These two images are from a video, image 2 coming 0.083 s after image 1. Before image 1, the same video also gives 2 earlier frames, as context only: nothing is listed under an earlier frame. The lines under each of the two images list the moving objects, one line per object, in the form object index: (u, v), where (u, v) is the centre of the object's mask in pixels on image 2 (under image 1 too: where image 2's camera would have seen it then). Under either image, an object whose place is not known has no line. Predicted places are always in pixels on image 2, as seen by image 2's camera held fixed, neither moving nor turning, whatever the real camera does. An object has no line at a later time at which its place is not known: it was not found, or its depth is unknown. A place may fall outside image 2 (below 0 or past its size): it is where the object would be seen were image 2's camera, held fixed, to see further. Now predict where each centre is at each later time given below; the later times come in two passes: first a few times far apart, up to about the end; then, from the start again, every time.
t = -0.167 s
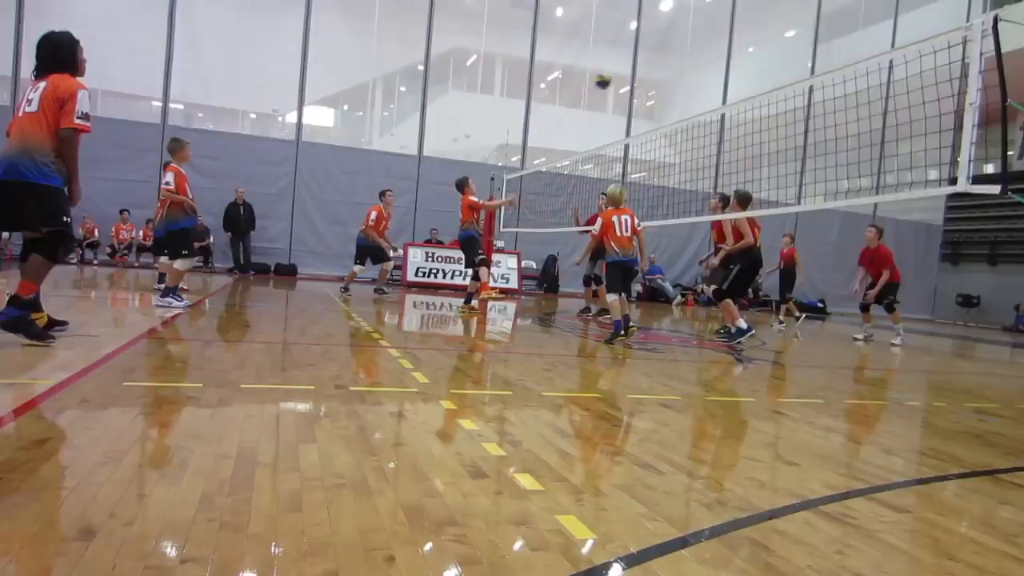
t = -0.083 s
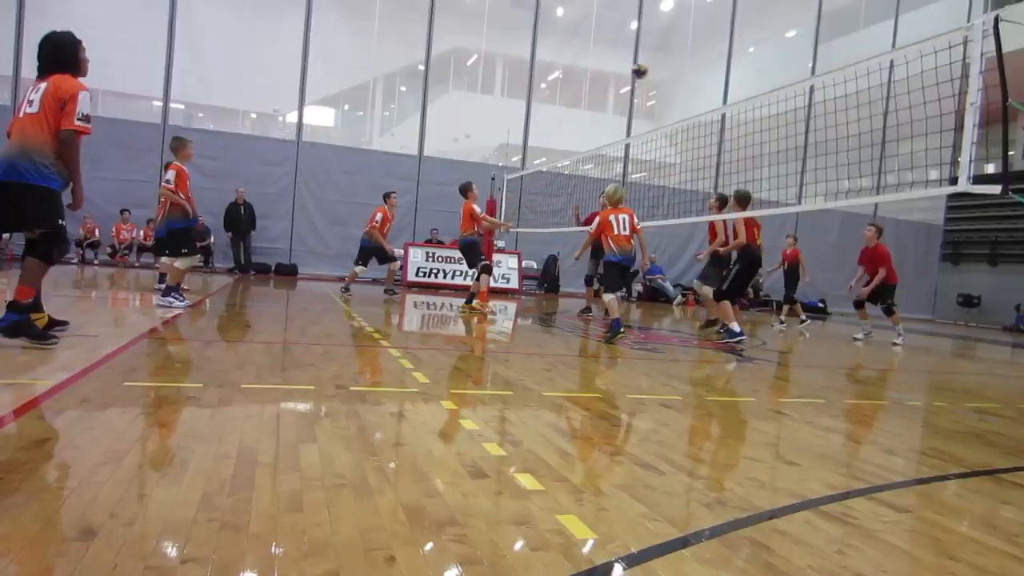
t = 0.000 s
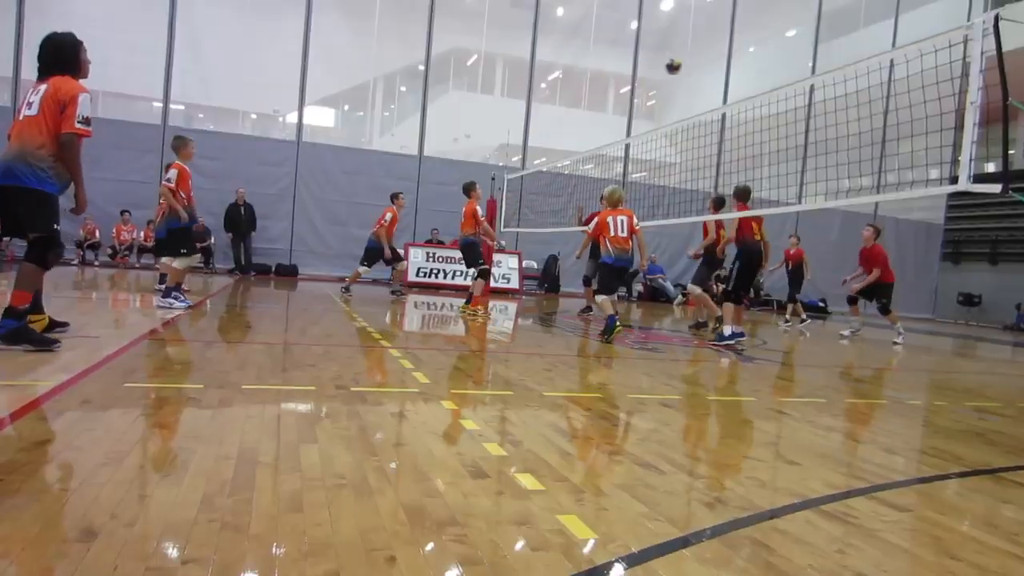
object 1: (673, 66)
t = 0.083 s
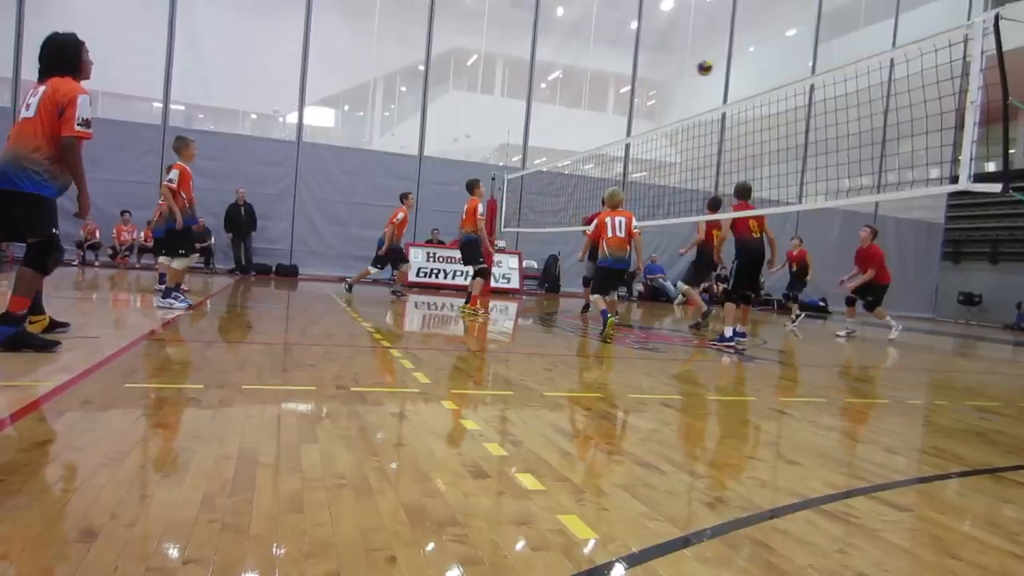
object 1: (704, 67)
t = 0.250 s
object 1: (760, 85)
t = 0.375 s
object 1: (798, 112)
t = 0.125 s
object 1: (719, 70)
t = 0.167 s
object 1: (735, 74)
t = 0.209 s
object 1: (747, 79)
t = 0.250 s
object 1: (760, 85)
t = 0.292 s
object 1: (775, 98)
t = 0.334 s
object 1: (786, 102)
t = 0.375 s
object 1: (798, 112)
